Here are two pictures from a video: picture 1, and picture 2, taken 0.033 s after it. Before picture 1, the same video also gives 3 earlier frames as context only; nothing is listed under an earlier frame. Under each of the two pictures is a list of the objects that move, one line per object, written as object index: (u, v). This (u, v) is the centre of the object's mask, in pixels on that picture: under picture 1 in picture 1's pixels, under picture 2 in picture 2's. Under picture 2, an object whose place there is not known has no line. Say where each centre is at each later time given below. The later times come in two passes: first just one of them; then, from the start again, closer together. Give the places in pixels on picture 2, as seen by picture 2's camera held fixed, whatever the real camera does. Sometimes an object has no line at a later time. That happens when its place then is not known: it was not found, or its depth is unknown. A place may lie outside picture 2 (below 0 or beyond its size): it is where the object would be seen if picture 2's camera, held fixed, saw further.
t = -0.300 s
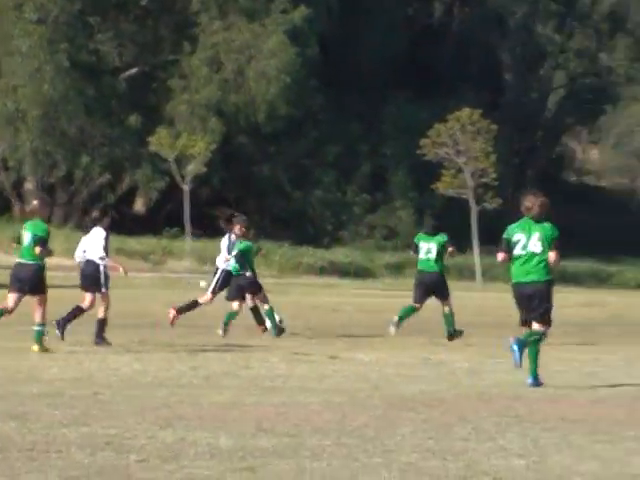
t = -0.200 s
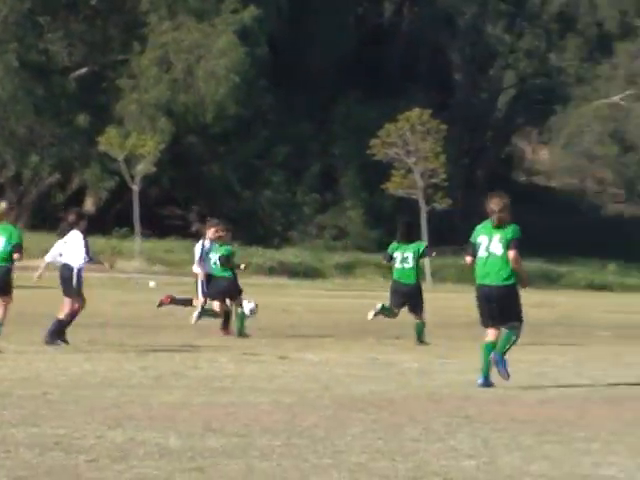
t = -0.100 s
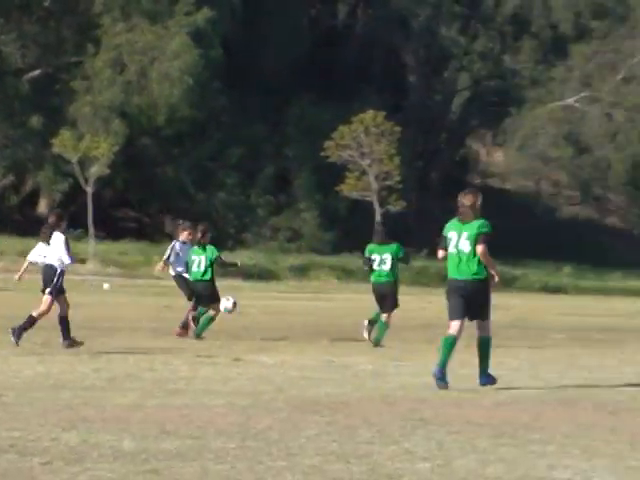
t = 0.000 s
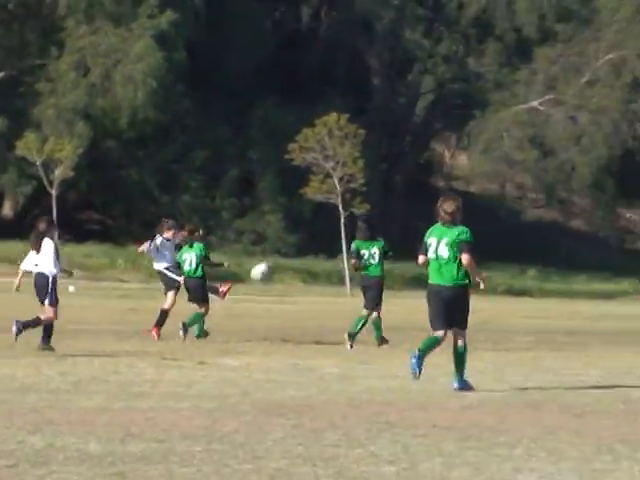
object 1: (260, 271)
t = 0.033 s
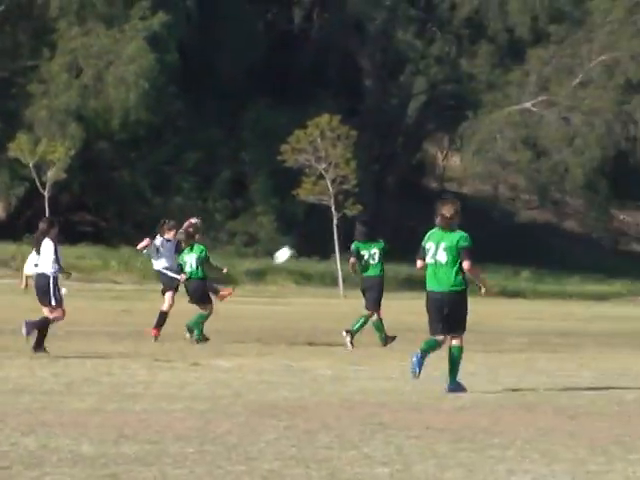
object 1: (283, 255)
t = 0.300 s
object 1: (525, 147)
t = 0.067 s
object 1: (315, 239)
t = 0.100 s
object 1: (345, 223)
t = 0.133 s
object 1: (375, 209)
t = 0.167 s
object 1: (407, 195)
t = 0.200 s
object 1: (435, 181)
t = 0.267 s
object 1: (496, 157)
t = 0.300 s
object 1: (525, 147)
